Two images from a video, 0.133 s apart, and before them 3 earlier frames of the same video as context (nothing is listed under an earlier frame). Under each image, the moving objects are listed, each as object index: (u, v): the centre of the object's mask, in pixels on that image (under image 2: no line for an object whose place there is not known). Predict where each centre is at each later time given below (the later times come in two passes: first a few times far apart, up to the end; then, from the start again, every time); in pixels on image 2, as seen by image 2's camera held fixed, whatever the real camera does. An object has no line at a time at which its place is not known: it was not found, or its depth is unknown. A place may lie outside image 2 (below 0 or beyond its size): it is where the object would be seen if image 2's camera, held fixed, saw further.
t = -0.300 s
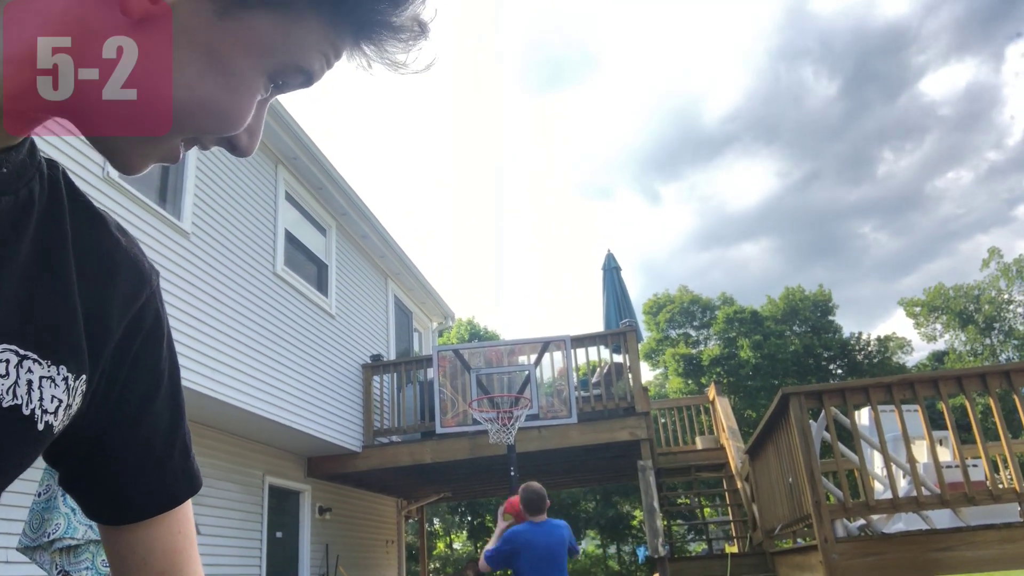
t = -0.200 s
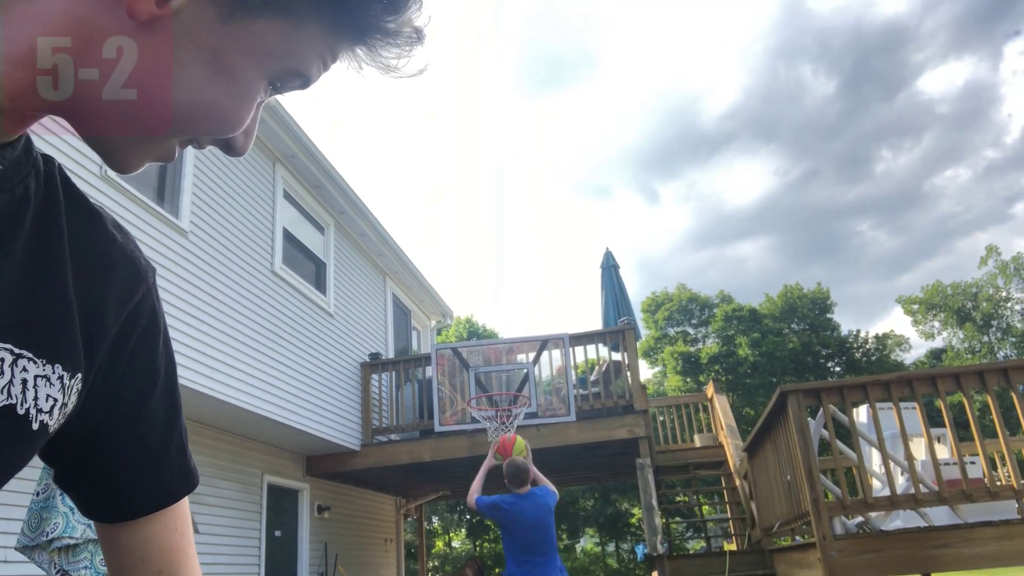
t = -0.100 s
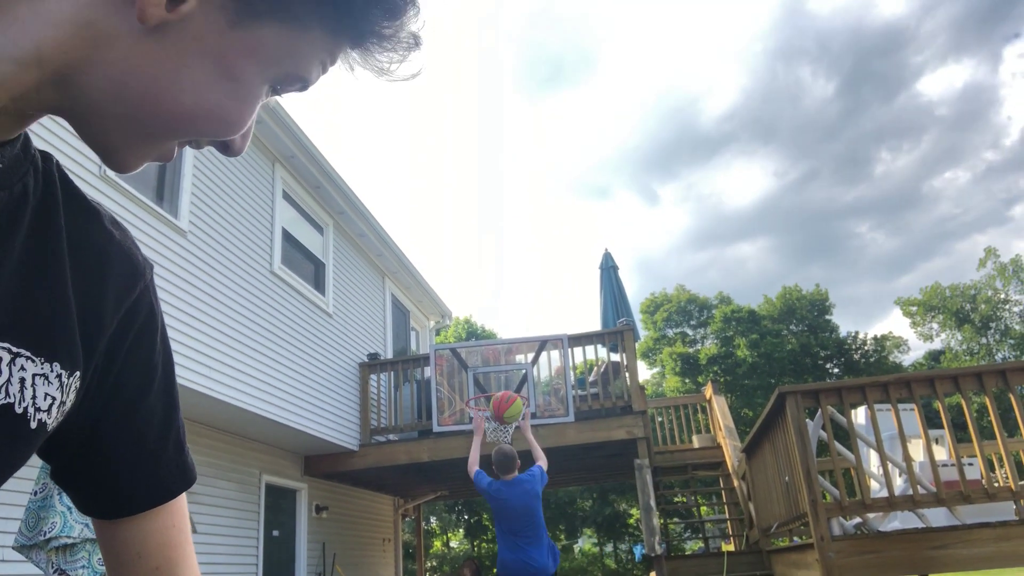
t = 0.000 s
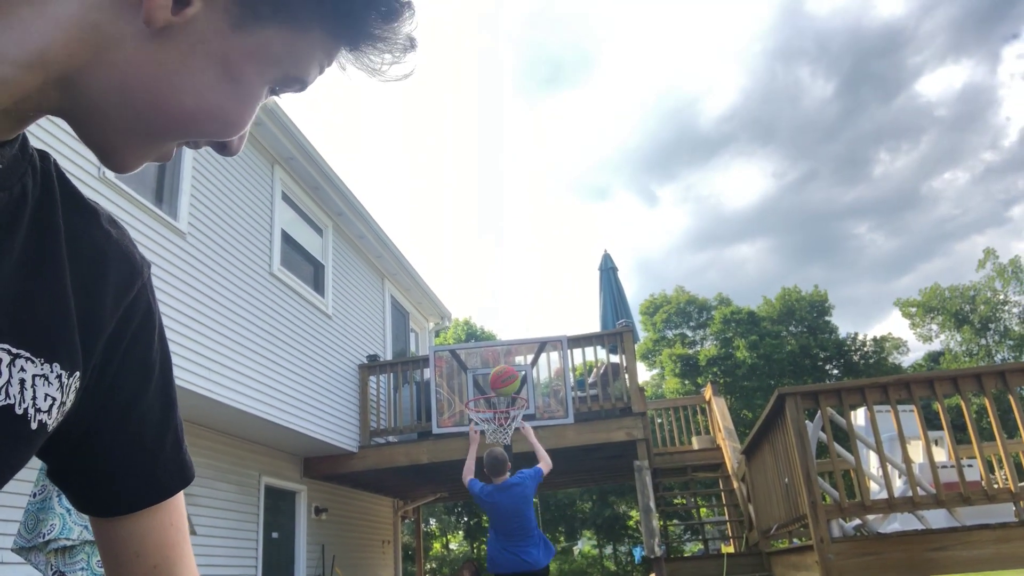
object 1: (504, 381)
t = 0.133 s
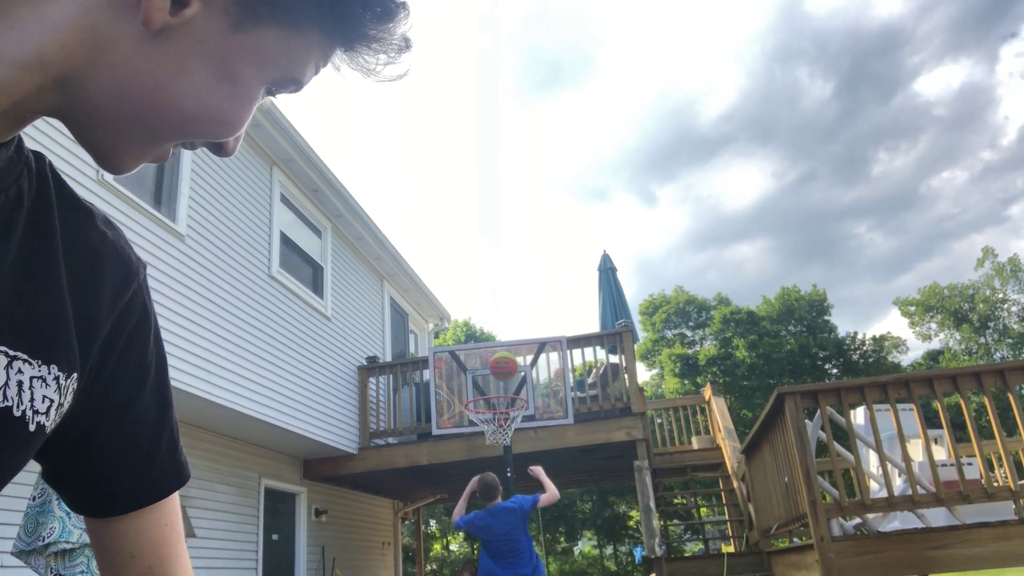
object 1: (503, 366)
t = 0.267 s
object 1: (504, 371)
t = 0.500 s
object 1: (498, 419)
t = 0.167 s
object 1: (504, 366)
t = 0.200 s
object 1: (504, 367)
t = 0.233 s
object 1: (505, 369)
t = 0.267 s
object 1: (504, 371)
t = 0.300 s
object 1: (503, 374)
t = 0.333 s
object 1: (502, 378)
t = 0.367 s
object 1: (500, 383)
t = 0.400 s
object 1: (500, 386)
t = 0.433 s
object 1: (500, 397)
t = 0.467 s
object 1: (499, 408)
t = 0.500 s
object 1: (498, 419)
